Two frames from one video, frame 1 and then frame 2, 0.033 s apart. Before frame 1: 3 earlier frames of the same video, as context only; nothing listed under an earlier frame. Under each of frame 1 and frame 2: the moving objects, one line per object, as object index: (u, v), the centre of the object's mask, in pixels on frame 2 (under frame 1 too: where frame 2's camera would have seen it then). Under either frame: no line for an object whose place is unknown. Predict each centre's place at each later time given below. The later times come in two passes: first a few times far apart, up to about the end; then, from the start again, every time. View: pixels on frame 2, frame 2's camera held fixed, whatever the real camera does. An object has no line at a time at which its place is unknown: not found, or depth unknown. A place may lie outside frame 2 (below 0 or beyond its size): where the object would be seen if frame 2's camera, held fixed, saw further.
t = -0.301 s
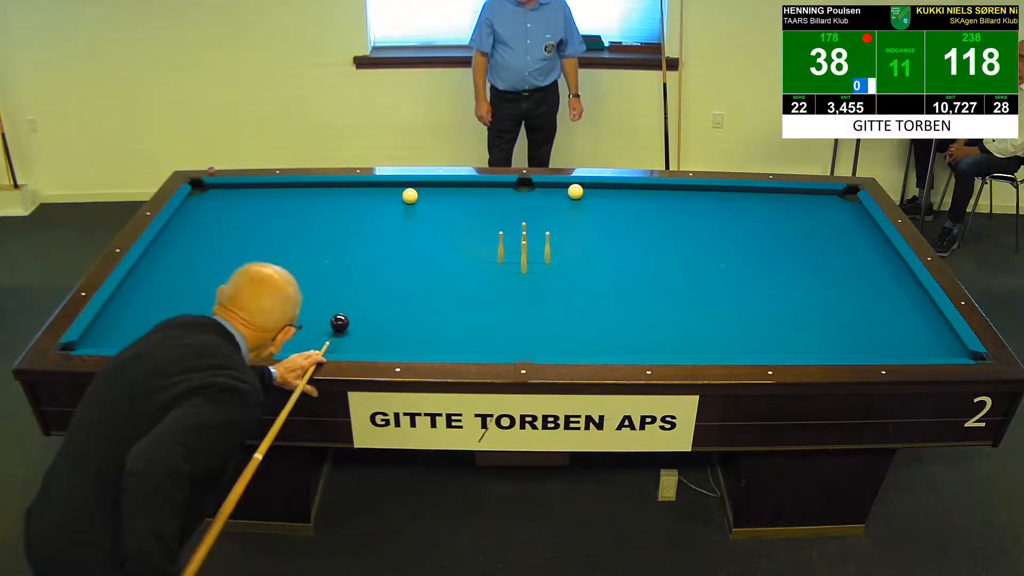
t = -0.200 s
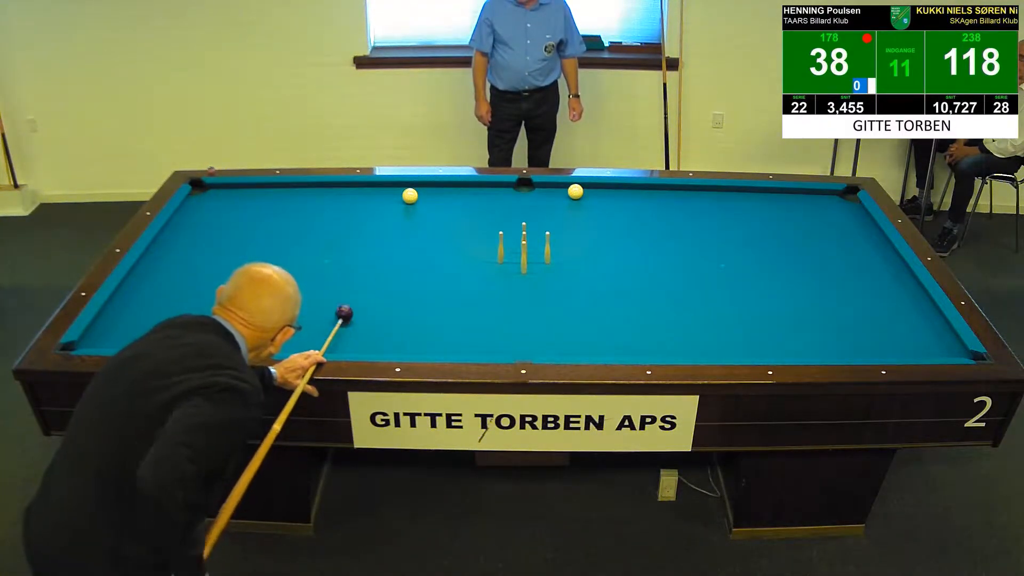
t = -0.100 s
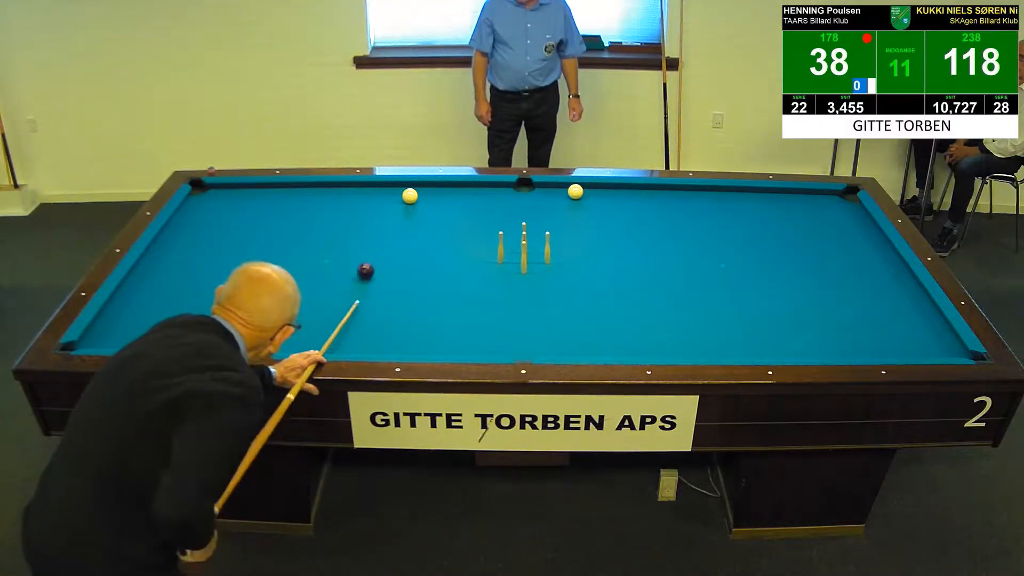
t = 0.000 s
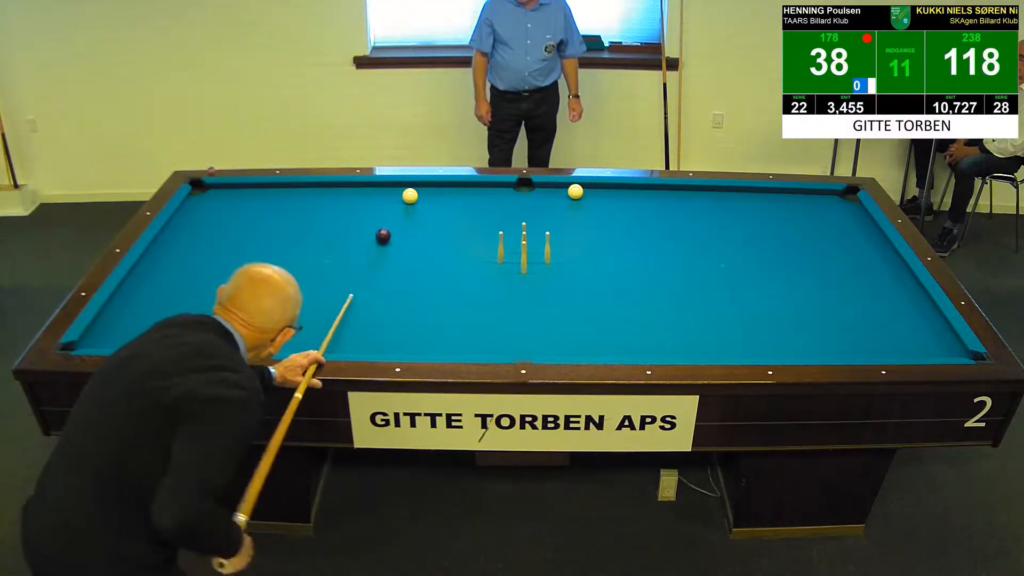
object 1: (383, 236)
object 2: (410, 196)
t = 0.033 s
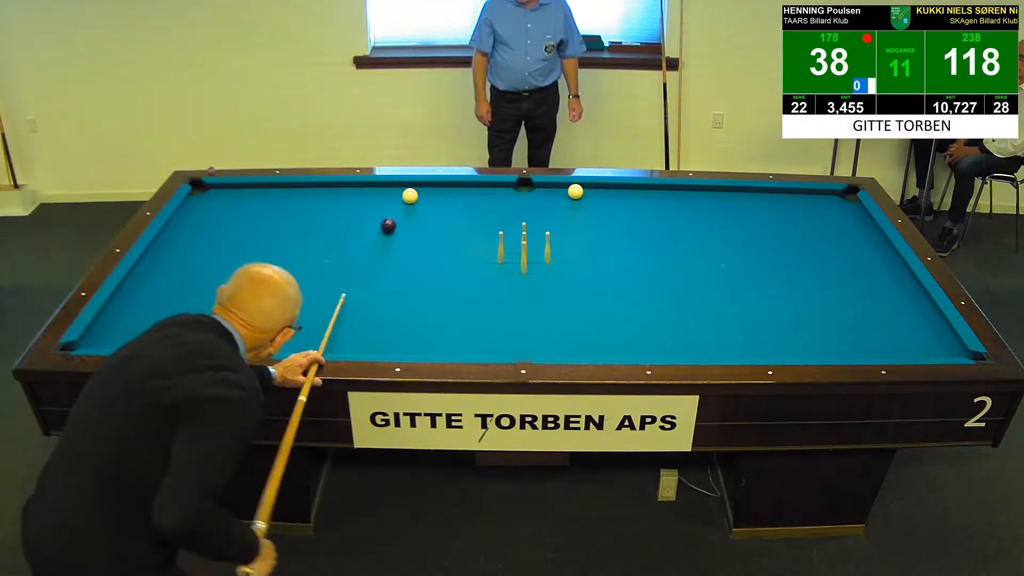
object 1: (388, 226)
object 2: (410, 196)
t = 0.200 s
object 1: (386, 197)
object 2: (431, 184)
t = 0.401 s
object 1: (359, 188)
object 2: (450, 208)
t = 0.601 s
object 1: (333, 199)
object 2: (467, 230)
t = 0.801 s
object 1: (307, 210)
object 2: (486, 254)
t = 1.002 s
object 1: (280, 222)
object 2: (506, 280)
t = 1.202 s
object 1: (255, 228)
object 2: (529, 308)
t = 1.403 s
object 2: (553, 339)
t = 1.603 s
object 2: (567, 342)
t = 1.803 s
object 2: (570, 325)
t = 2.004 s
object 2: (573, 309)
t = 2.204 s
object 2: (575, 295)
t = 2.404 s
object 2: (578, 281)
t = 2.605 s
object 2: (580, 269)
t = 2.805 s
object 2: (582, 257)
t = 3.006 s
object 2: (584, 247)
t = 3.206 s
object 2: (586, 237)
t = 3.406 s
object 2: (588, 227)
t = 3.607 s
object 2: (589, 218)
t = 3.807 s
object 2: (591, 210)
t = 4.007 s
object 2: (592, 202)
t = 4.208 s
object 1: (251, 306)
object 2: (593, 195)
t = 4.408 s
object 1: (266, 300)
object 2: (594, 188)
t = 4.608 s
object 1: (282, 294)
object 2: (596, 189)
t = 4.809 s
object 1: (296, 288)
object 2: (598, 192)
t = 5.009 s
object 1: (310, 283)
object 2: (600, 196)
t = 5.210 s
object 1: (323, 278)
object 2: (602, 200)
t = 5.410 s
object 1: (335, 273)
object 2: (604, 203)
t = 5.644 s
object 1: (348, 269)
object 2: (605, 207)
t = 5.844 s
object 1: (359, 265)
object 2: (607, 211)
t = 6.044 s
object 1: (370, 261)
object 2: (608, 214)
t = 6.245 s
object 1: (380, 257)
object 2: (610, 217)
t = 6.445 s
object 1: (389, 254)
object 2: (611, 220)
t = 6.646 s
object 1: (398, 250)
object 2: (612, 222)
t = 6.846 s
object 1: (407, 247)
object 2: (613, 225)
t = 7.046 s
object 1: (415, 245)
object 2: (614, 227)
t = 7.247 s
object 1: (422, 242)
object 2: (615, 230)
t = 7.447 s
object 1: (429, 240)
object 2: (616, 231)
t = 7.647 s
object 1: (436, 237)
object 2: (617, 233)
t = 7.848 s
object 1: (441, 235)
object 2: (617, 235)
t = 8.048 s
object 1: (447, 233)
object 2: (618, 236)
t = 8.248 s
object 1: (452, 231)
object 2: (618, 237)
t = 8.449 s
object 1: (457, 230)
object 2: (619, 238)
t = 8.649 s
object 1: (461, 228)
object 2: (619, 239)
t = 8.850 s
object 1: (465, 227)
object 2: (619, 239)
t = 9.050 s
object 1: (468, 226)
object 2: (619, 240)
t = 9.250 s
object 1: (471, 225)
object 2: (619, 240)
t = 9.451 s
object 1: (474, 224)
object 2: (620, 240)
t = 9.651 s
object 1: (476, 223)
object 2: (620, 240)
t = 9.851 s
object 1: (478, 223)
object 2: (620, 240)
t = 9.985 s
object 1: (478, 222)
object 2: (620, 240)
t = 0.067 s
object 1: (393, 217)
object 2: (410, 196)
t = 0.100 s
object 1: (397, 208)
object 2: (410, 196)
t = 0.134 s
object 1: (399, 201)
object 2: (412, 194)
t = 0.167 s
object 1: (393, 199)
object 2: (422, 189)
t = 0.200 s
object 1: (386, 197)
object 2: (431, 184)
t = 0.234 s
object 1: (381, 195)
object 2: (435, 188)
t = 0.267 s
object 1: (376, 192)
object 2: (438, 193)
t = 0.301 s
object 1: (371, 190)
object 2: (441, 196)
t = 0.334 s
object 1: (367, 188)
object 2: (444, 200)
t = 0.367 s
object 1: (363, 186)
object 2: (447, 205)
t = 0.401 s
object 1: (359, 188)
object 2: (450, 208)
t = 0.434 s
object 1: (354, 189)
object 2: (453, 212)
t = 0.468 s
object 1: (350, 191)
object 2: (456, 215)
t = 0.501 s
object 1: (346, 193)
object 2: (459, 219)
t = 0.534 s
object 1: (342, 195)
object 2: (461, 223)
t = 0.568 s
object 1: (338, 197)
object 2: (464, 226)
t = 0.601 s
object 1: (333, 199)
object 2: (467, 230)
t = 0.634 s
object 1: (329, 200)
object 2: (470, 234)
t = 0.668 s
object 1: (324, 202)
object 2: (473, 238)
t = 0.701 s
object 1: (320, 204)
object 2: (476, 241)
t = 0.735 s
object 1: (316, 206)
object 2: (479, 246)
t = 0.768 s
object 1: (312, 208)
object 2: (482, 250)
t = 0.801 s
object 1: (307, 210)
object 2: (486, 254)
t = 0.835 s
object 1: (302, 212)
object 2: (489, 258)
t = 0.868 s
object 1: (298, 214)
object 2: (492, 262)
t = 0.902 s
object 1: (294, 216)
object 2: (496, 266)
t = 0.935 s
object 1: (289, 218)
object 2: (499, 271)
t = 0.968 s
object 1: (285, 220)
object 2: (503, 275)
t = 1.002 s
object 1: (280, 222)
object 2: (506, 280)
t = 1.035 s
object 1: (276, 223)
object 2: (510, 284)
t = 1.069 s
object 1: (271, 225)
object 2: (513, 289)
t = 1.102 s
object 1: (267, 227)
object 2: (517, 293)
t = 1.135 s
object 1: (262, 229)
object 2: (521, 298)
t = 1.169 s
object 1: (259, 229)
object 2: (525, 303)
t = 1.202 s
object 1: (255, 228)
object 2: (529, 308)
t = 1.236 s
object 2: (533, 313)
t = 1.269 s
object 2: (537, 318)
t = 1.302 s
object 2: (541, 323)
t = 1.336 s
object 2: (545, 328)
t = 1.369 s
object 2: (549, 334)
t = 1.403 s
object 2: (553, 339)
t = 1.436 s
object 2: (558, 344)
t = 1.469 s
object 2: (562, 349)
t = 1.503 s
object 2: (566, 351)
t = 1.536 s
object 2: (566, 348)
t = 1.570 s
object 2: (567, 345)
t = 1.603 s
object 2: (567, 342)
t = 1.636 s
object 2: (567, 339)
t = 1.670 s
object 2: (568, 336)
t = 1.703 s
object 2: (568, 333)
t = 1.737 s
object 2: (569, 330)
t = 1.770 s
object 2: (569, 327)
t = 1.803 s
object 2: (570, 325)
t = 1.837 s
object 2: (570, 322)
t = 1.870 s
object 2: (571, 319)
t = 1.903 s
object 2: (571, 317)
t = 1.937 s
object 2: (572, 314)
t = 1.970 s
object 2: (572, 312)
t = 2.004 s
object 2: (573, 309)
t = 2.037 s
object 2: (573, 307)
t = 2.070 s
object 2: (574, 304)
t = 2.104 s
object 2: (574, 302)
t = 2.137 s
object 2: (574, 300)
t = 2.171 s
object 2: (575, 297)
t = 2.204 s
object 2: (575, 295)
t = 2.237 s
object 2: (576, 293)
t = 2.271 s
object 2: (576, 290)
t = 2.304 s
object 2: (577, 288)
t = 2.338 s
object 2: (577, 286)
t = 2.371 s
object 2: (577, 283)
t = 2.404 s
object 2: (578, 281)
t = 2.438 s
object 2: (578, 279)
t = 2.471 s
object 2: (579, 277)
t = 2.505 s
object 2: (579, 275)
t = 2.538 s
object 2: (579, 273)
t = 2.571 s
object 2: (580, 271)
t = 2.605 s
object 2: (580, 269)
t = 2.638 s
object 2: (580, 267)
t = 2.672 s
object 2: (581, 265)
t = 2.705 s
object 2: (581, 263)
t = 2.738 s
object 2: (582, 261)
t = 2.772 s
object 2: (582, 259)
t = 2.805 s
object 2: (582, 257)
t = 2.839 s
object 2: (583, 256)
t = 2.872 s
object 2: (583, 254)
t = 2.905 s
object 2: (583, 252)
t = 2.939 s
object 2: (584, 250)
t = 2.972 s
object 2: (584, 248)
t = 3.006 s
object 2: (584, 247)
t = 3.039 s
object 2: (585, 245)
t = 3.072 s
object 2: (585, 243)
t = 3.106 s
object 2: (585, 242)
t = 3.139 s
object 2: (585, 240)
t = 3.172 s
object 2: (586, 238)
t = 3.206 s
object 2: (586, 237)
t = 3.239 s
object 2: (586, 235)
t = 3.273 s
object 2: (587, 233)
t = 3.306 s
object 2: (587, 232)
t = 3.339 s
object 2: (587, 230)
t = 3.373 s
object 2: (587, 229)
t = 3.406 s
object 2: (588, 227)
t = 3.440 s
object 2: (588, 226)
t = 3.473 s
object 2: (588, 224)
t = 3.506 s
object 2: (588, 223)
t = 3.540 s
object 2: (589, 221)
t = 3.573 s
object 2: (589, 220)
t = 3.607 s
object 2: (589, 218)
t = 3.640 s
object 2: (589, 217)
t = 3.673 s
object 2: (590, 216)
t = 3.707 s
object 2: (590, 214)
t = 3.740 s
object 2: (590, 213)
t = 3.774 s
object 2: (590, 211)
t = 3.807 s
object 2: (591, 210)
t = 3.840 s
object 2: (591, 209)
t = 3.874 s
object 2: (591, 207)
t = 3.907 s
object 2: (591, 206)
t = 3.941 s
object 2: (592, 205)
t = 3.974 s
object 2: (592, 204)
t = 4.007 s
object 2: (592, 202)
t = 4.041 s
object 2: (592, 201)
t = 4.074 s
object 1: (245, 309)
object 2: (593, 200)
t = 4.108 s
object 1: (246, 308)
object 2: (593, 199)
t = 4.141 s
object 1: (248, 308)
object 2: (593, 197)
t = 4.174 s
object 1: (250, 307)
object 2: (593, 196)
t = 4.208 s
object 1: (251, 306)
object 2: (593, 195)
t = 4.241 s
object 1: (253, 305)
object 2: (594, 194)
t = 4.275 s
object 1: (256, 304)
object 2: (594, 193)
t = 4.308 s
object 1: (259, 303)
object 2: (594, 191)
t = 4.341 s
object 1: (261, 301)
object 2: (594, 190)
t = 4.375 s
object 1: (264, 300)
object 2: (594, 189)
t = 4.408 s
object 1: (266, 300)
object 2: (594, 188)
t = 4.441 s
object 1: (269, 298)
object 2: (595, 187)
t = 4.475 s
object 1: (272, 297)
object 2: (595, 186)
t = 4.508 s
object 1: (274, 297)
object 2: (595, 187)
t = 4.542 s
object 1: (277, 296)
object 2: (595, 187)
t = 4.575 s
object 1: (279, 295)
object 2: (596, 188)
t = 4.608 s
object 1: (282, 294)
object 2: (596, 189)
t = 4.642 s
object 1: (284, 293)
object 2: (597, 189)
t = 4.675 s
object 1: (287, 292)
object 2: (597, 190)
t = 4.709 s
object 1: (289, 291)
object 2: (597, 191)
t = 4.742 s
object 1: (291, 290)
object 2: (598, 191)
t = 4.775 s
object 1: (294, 289)
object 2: (598, 192)
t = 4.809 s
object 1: (296, 288)
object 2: (598, 192)
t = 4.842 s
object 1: (298, 287)
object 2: (599, 193)
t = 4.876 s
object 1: (301, 286)
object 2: (599, 194)
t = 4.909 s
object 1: (303, 285)
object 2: (599, 194)
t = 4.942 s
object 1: (305, 285)
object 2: (600, 195)
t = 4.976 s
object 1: (307, 284)
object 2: (600, 196)
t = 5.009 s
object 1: (310, 283)
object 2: (600, 196)
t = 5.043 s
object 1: (312, 282)
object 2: (600, 197)
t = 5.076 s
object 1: (314, 281)
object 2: (601, 197)
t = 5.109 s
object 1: (316, 281)
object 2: (601, 198)
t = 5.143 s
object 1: (318, 280)
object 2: (601, 199)
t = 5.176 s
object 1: (320, 279)
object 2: (602, 199)
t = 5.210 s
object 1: (323, 278)
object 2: (602, 200)
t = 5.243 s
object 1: (325, 277)
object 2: (602, 200)
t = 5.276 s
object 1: (327, 276)
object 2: (602, 201)
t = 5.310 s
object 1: (329, 276)
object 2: (603, 202)
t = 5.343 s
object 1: (331, 275)
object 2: (603, 202)
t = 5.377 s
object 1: (333, 274)
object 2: (603, 203)
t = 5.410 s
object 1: (335, 273)
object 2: (604, 203)
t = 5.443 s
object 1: (337, 273)
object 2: (604, 204)
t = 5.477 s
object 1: (339, 272)
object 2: (604, 205)
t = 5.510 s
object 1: (341, 271)
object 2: (604, 205)
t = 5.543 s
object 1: (343, 270)
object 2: (605, 206)
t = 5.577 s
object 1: (345, 270)
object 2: (605, 206)
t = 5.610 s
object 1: (347, 269)
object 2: (605, 207)
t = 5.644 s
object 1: (348, 269)
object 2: (605, 207)
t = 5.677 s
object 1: (350, 268)
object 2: (606, 208)
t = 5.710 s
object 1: (352, 267)
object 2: (606, 209)
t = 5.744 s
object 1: (354, 266)
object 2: (606, 209)
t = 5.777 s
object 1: (356, 266)
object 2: (606, 210)
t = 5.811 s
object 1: (358, 265)
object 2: (607, 210)
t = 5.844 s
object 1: (359, 265)
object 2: (607, 211)
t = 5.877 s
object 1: (361, 264)
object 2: (607, 211)
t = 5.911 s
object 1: (363, 263)
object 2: (607, 212)
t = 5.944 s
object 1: (365, 262)
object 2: (608, 212)
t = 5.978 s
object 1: (366, 262)
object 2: (608, 213)
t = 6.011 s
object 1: (368, 261)
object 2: (608, 213)
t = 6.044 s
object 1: (370, 261)
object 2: (608, 214)
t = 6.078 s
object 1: (371, 260)
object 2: (609, 214)
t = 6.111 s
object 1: (373, 259)
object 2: (609, 215)
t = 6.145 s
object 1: (375, 259)
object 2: (609, 215)
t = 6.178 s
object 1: (376, 258)
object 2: (609, 216)
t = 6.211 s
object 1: (378, 258)
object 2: (609, 216)
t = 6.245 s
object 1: (380, 257)
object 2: (610, 217)
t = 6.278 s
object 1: (381, 256)
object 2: (610, 217)
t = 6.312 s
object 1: (383, 256)
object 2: (610, 218)
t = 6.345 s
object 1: (385, 255)
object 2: (610, 218)
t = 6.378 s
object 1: (386, 255)
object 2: (610, 219)
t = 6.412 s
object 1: (388, 254)
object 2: (611, 219)
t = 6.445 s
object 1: (389, 254)
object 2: (611, 220)
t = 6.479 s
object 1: (391, 253)
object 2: (611, 220)
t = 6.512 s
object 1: (392, 252)
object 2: (611, 221)
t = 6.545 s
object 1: (394, 252)
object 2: (611, 221)
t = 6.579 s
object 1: (395, 251)
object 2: (612, 222)
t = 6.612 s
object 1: (397, 251)
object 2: (612, 222)
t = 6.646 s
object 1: (398, 250)
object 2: (612, 222)
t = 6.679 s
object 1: (400, 250)
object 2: (612, 223)
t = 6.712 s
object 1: (401, 249)
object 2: (612, 223)
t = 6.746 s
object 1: (403, 249)
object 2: (613, 224)
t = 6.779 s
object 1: (404, 248)
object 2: (613, 224)
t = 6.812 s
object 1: (406, 248)
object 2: (613, 225)
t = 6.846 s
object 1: (407, 247)
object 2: (613, 225)
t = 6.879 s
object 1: (408, 247)
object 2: (613, 225)
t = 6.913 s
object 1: (410, 246)
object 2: (613, 226)
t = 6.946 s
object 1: (411, 246)
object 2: (614, 226)
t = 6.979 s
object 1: (412, 246)
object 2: (614, 227)
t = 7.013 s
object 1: (414, 245)
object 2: (614, 227)
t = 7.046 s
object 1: (415, 245)
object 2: (614, 227)
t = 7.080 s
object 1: (416, 244)
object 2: (614, 228)
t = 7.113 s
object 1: (417, 244)
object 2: (614, 228)
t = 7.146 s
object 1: (419, 243)
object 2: (615, 228)
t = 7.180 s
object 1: (420, 243)
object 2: (615, 229)
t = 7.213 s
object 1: (421, 242)
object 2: (615, 229)
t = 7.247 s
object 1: (422, 242)
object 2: (615, 230)
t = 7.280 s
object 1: (423, 242)
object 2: (615, 230)
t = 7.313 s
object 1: (425, 241)
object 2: (615, 230)
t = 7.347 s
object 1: (426, 241)
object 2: (615, 231)
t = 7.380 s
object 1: (427, 240)
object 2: (616, 231)
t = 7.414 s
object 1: (428, 240)
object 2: (616, 231)
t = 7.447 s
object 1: (429, 240)
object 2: (616, 231)
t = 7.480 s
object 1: (430, 239)
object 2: (616, 232)
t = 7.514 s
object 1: (431, 239)
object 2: (616, 232)
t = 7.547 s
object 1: (432, 238)
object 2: (616, 232)
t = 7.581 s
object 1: (433, 238)
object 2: (616, 233)
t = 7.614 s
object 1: (435, 238)
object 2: (617, 233)
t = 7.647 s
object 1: (436, 237)
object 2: (617, 233)
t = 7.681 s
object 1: (437, 237)
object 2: (617, 233)
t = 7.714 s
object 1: (438, 237)
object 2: (617, 234)
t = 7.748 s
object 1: (439, 236)
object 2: (617, 234)
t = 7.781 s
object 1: (440, 236)
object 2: (617, 234)
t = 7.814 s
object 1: (441, 236)
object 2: (617, 235)
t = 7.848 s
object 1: (441, 235)
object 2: (617, 235)
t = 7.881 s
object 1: (443, 235)
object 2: (617, 235)
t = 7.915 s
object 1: (443, 234)
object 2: (617, 235)
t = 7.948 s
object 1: (444, 234)
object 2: (617, 235)
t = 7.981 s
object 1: (445, 234)
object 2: (618, 236)
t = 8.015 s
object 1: (446, 233)
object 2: (618, 236)
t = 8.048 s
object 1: (447, 233)
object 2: (618, 236)
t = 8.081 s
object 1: (448, 233)
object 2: (618, 236)
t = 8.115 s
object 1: (449, 233)
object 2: (618, 237)
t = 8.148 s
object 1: (449, 232)
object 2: (618, 237)
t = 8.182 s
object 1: (450, 232)
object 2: (618, 237)
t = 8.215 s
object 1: (451, 232)
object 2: (618, 237)
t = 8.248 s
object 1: (452, 231)
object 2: (618, 237)
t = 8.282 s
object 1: (453, 231)
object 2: (618, 237)
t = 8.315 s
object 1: (454, 231)
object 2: (618, 238)
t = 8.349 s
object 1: (454, 231)
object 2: (618, 238)
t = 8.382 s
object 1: (455, 230)
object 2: (619, 238)
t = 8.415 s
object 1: (456, 230)
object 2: (619, 238)
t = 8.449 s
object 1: (457, 230)
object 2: (619, 238)
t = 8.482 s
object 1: (457, 230)
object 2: (619, 238)
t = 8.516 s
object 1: (458, 229)
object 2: (619, 238)
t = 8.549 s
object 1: (459, 229)
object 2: (619, 238)
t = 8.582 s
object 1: (460, 229)
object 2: (619, 239)
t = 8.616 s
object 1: (460, 229)
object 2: (619, 239)
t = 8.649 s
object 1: (461, 228)
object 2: (619, 239)
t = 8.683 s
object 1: (462, 228)
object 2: (619, 239)
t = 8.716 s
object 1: (462, 228)
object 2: (619, 239)
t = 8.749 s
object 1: (463, 228)
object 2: (619, 239)
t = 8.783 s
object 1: (463, 228)
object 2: (619, 239)
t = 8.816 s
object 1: (464, 227)
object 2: (619, 239)
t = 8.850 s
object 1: (465, 227)
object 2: (619, 239)
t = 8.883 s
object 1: (465, 227)
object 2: (619, 239)
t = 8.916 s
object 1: (466, 227)
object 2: (619, 240)
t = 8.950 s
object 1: (466, 226)
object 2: (619, 240)
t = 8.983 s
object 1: (467, 226)
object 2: (619, 240)
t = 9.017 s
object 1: (467, 226)
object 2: (619, 240)
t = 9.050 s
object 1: (468, 226)
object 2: (619, 240)
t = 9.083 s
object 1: (468, 226)
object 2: (619, 240)
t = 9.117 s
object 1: (469, 226)
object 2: (619, 240)
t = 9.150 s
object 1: (470, 225)
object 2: (619, 240)
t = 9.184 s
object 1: (470, 225)
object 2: (620, 240)
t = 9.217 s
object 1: (471, 225)
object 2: (619, 240)
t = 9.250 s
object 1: (471, 225)
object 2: (619, 240)
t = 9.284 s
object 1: (471, 225)
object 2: (619, 240)
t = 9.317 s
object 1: (472, 225)
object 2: (619, 240)
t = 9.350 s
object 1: (472, 224)
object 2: (619, 240)
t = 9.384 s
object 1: (473, 224)
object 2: (619, 240)
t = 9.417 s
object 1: (473, 224)
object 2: (619, 240)
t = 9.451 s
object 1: (474, 224)
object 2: (620, 240)
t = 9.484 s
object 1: (474, 224)
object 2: (620, 240)
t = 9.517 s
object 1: (474, 224)
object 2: (620, 240)
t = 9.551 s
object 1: (475, 223)
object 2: (620, 240)
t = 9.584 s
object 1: (475, 223)
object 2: (620, 240)
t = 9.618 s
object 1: (475, 223)
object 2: (620, 240)
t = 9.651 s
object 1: (476, 223)
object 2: (620, 240)
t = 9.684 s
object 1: (476, 223)
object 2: (620, 240)
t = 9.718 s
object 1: (476, 223)
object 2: (620, 240)
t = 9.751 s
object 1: (477, 223)
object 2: (620, 240)
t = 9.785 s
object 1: (477, 223)
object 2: (620, 240)
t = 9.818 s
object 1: (477, 223)
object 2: (620, 240)
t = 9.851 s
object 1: (478, 223)
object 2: (620, 240)
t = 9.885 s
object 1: (478, 223)
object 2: (620, 240)
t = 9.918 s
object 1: (478, 222)
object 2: (620, 240)
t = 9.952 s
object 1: (478, 222)
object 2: (620, 240)
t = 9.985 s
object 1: (478, 222)
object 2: (620, 240)
